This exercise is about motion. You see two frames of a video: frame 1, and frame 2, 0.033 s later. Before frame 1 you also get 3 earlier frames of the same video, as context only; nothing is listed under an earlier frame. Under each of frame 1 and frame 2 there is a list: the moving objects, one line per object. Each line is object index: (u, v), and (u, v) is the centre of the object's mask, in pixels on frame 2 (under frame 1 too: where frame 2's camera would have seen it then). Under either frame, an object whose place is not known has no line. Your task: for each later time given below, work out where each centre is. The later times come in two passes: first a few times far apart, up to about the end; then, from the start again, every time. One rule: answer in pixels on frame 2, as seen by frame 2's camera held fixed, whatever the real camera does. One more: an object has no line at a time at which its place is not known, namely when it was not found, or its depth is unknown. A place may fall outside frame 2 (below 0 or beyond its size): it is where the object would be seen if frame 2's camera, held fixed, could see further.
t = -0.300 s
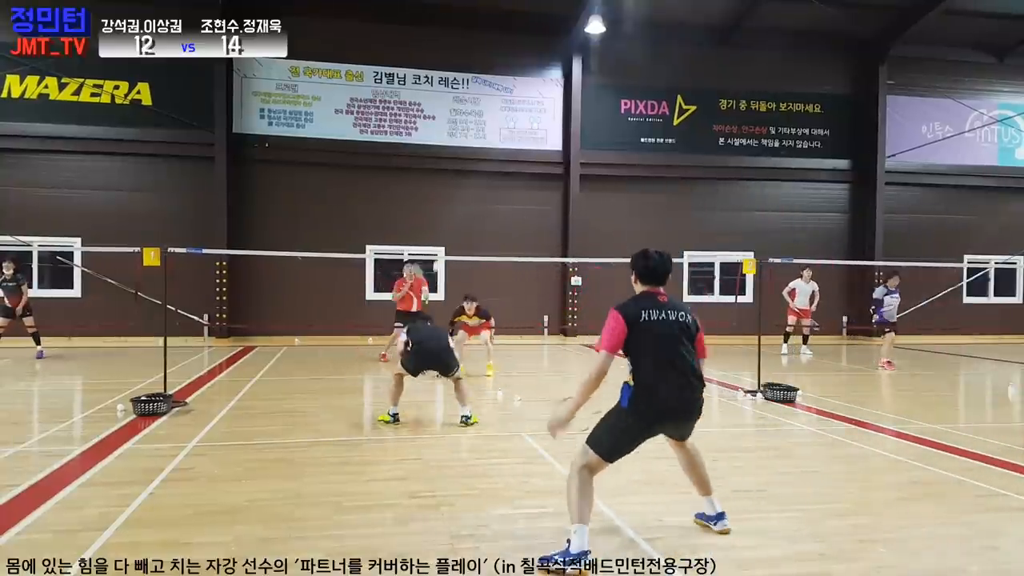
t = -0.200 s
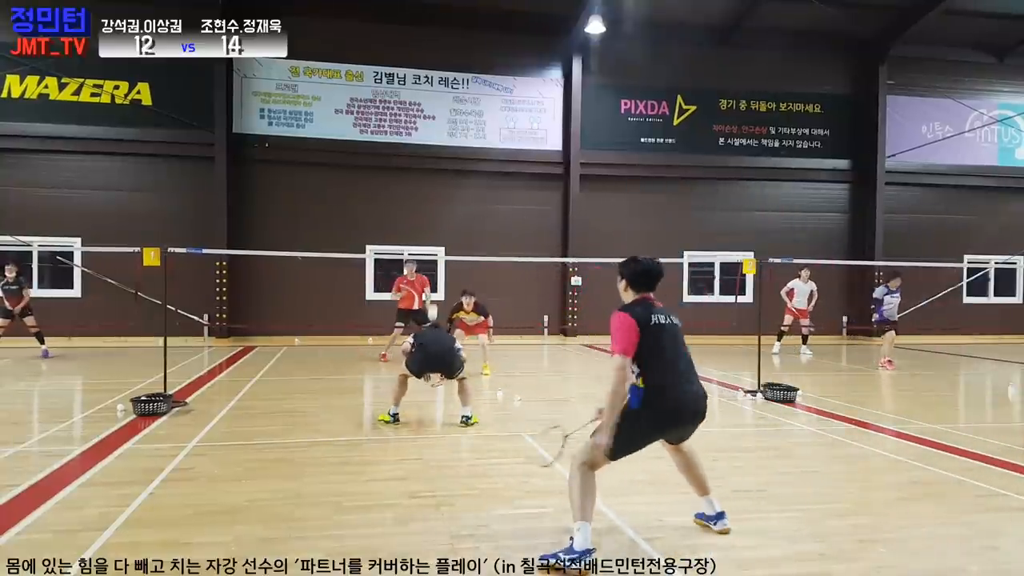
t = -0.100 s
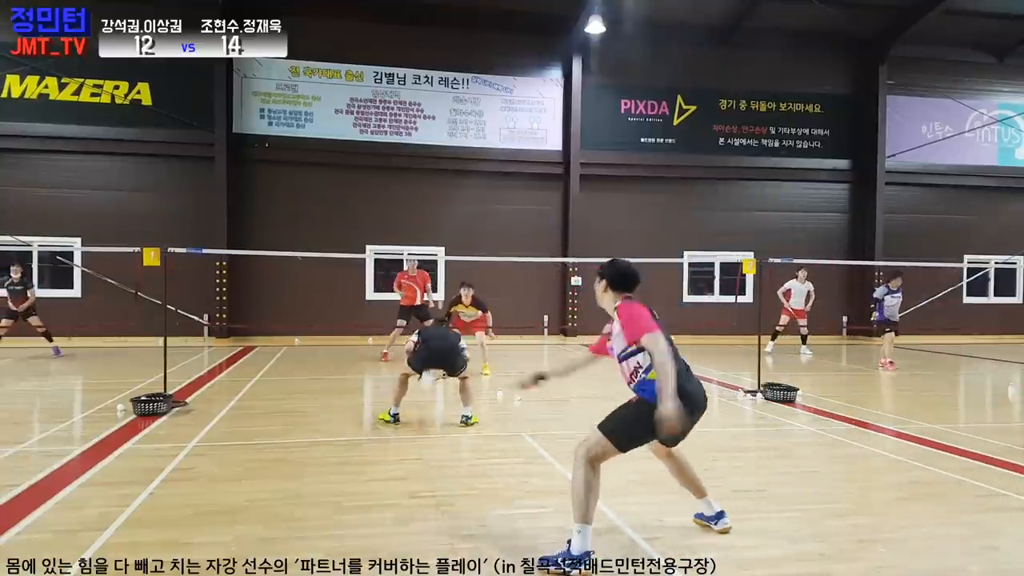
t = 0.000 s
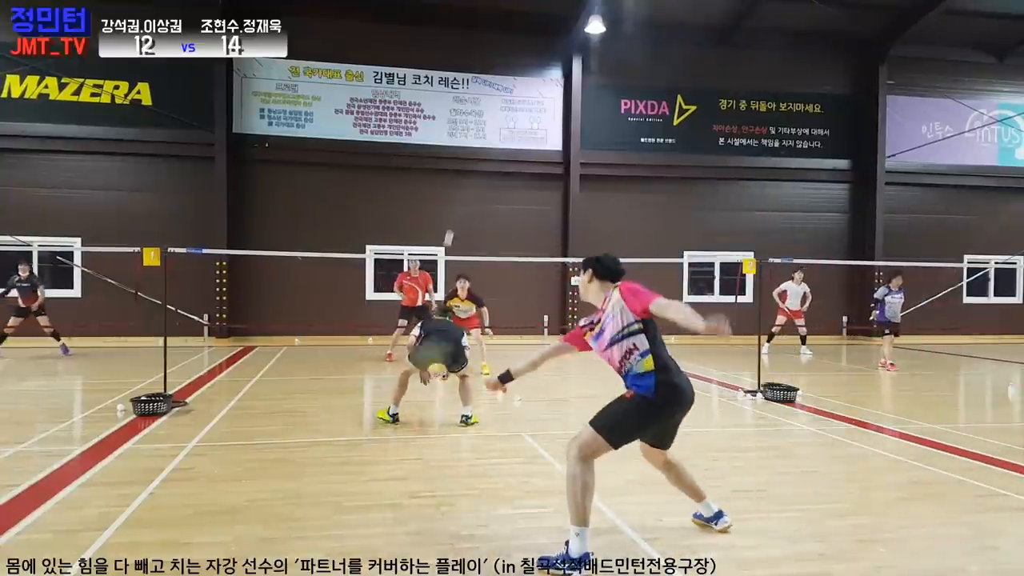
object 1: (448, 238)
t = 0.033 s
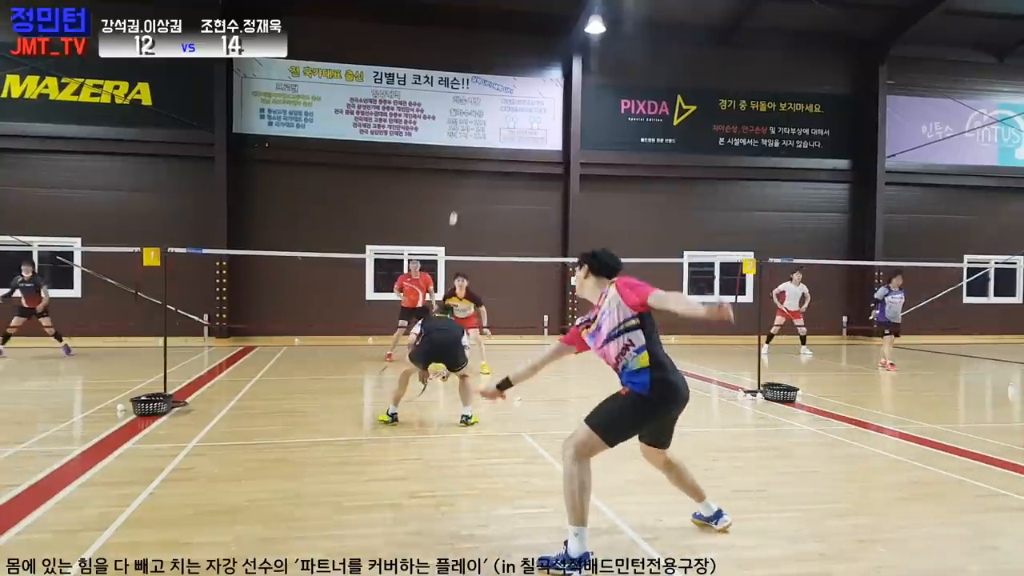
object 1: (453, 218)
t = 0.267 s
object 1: (466, 175)
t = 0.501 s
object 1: (472, 189)
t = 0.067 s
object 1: (456, 204)
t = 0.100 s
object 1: (458, 194)
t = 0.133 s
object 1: (461, 187)
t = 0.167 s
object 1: (462, 182)
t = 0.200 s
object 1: (464, 179)
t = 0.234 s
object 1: (465, 176)
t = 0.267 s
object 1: (466, 175)
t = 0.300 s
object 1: (467, 175)
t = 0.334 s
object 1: (468, 176)
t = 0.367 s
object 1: (469, 178)
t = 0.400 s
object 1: (470, 180)
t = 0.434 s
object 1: (470, 182)
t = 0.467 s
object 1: (471, 186)
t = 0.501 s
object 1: (472, 189)
